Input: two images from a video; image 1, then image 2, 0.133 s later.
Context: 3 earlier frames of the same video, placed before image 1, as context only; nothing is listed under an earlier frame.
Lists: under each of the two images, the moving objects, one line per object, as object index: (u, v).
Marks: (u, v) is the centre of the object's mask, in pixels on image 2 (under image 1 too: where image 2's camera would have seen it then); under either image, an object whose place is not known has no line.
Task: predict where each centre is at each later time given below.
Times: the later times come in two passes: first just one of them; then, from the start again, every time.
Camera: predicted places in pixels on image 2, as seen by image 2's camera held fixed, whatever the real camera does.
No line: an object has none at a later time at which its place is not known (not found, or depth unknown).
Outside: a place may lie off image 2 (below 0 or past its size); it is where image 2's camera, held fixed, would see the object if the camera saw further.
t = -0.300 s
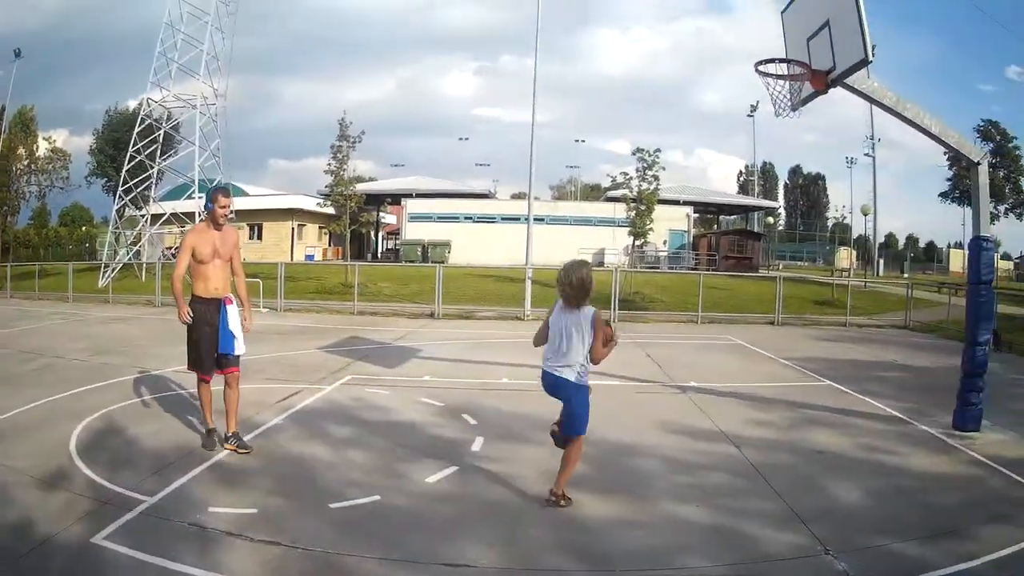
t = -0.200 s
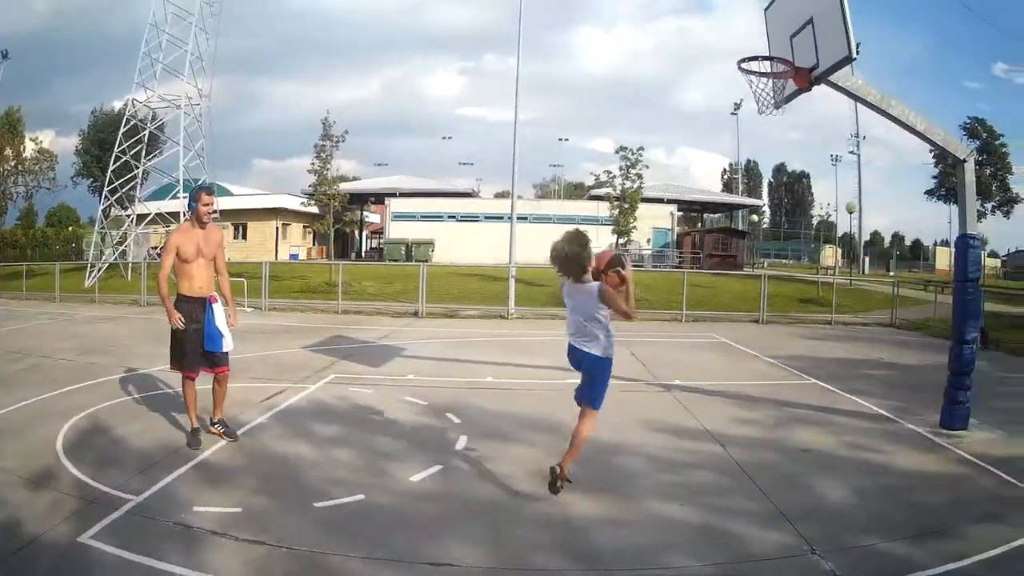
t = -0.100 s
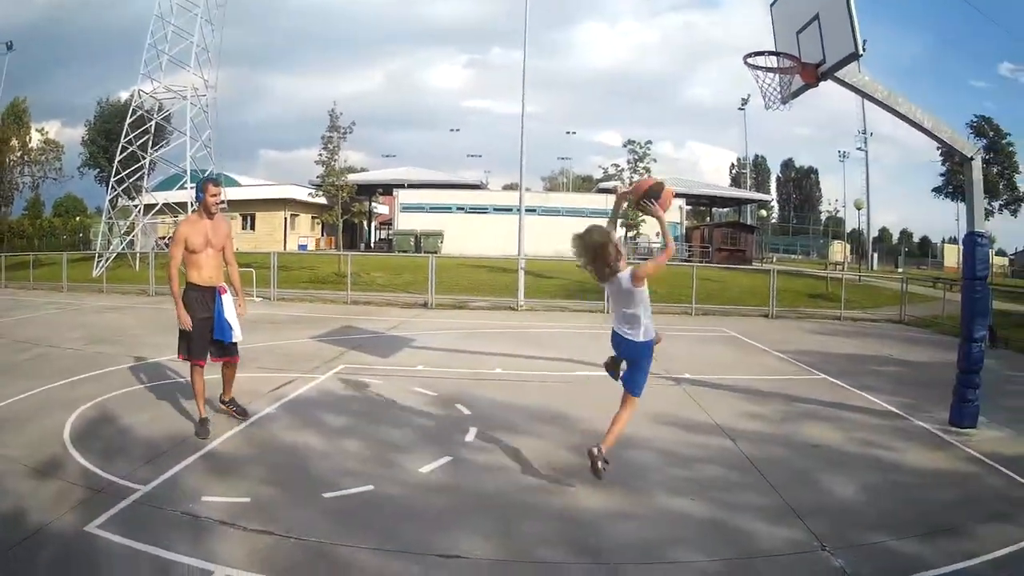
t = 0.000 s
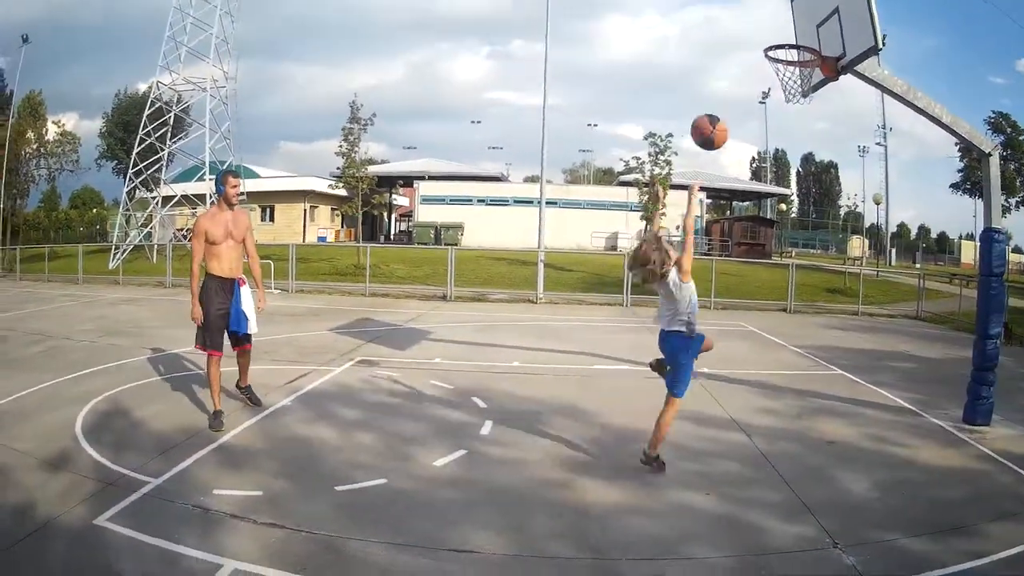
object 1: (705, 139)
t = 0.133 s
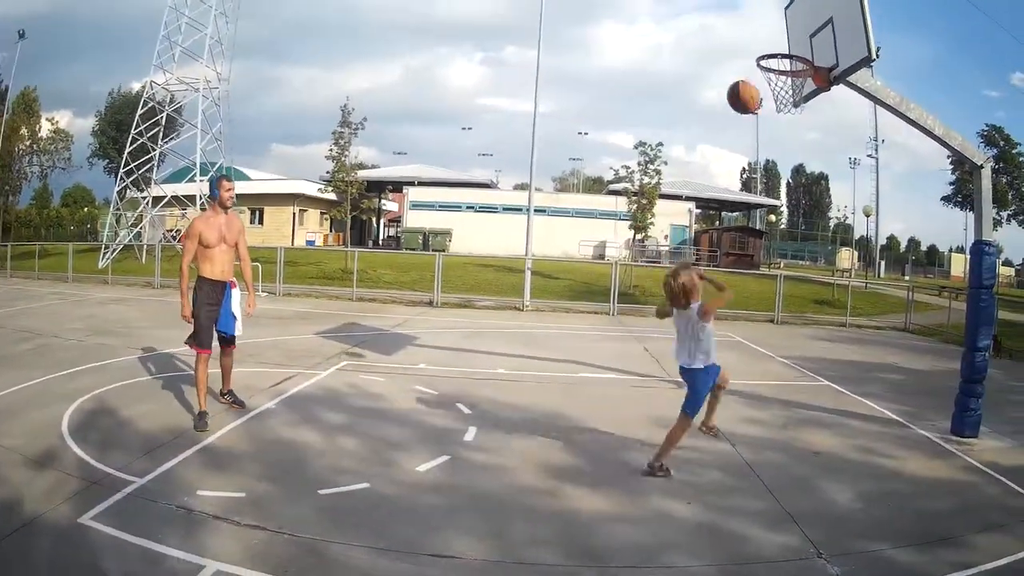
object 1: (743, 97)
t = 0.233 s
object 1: (769, 82)
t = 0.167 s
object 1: (754, 90)
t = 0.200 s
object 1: (762, 85)
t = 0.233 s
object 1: (769, 82)
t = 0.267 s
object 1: (777, 81)
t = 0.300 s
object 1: (785, 81)
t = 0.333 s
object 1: (793, 82)
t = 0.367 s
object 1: (799, 84)
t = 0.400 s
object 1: (806, 88)
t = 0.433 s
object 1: (813, 94)
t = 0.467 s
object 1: (817, 100)
